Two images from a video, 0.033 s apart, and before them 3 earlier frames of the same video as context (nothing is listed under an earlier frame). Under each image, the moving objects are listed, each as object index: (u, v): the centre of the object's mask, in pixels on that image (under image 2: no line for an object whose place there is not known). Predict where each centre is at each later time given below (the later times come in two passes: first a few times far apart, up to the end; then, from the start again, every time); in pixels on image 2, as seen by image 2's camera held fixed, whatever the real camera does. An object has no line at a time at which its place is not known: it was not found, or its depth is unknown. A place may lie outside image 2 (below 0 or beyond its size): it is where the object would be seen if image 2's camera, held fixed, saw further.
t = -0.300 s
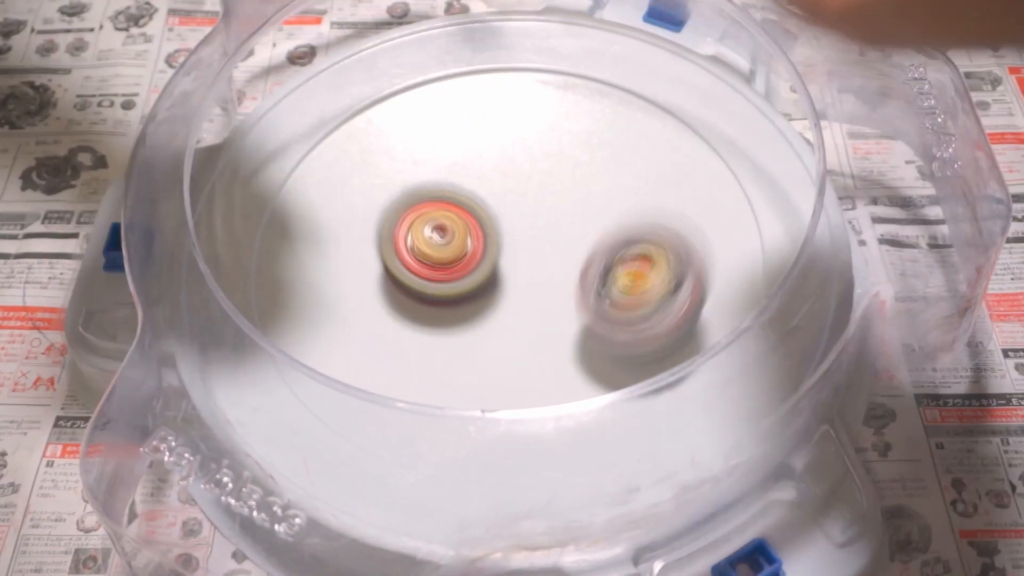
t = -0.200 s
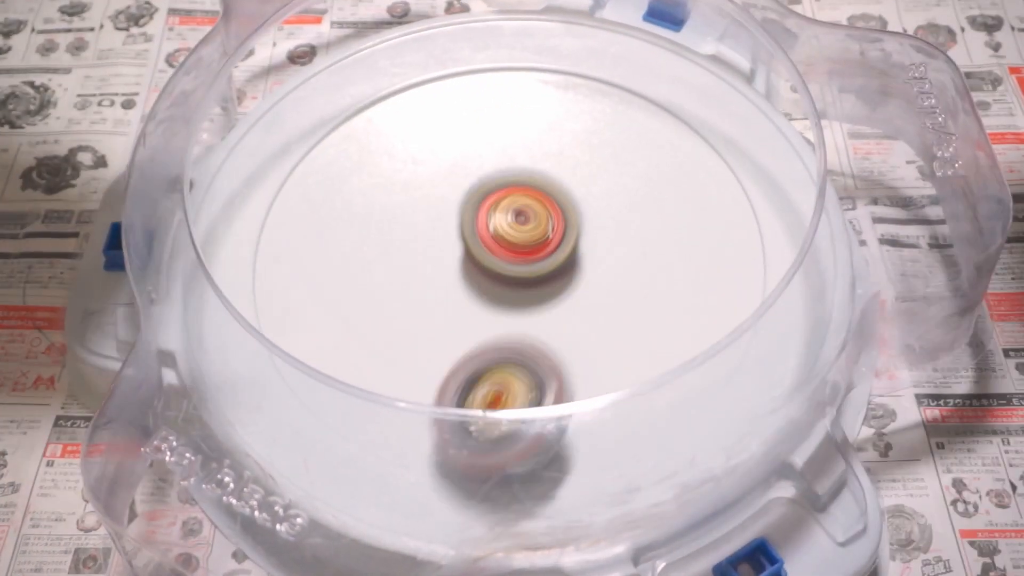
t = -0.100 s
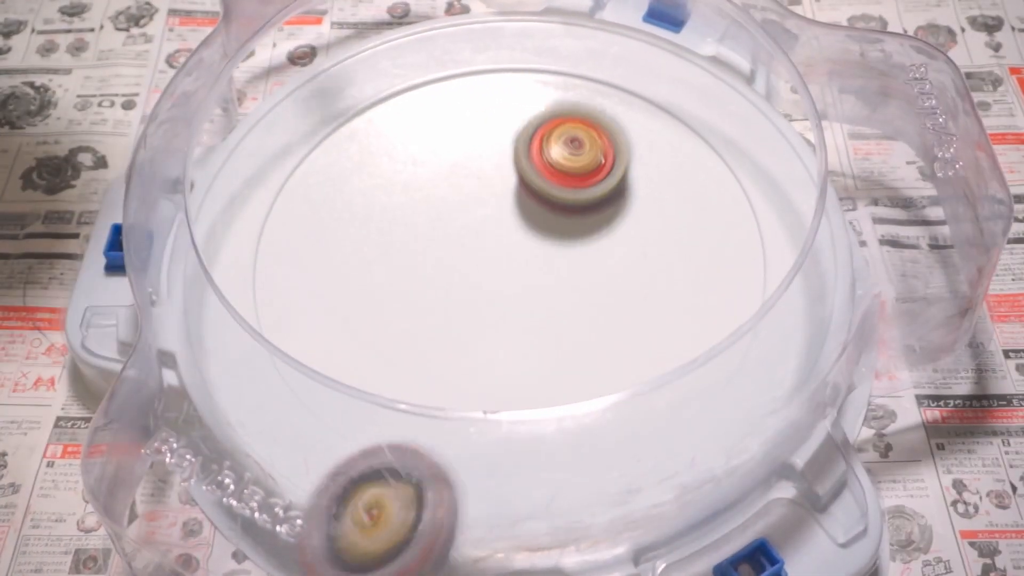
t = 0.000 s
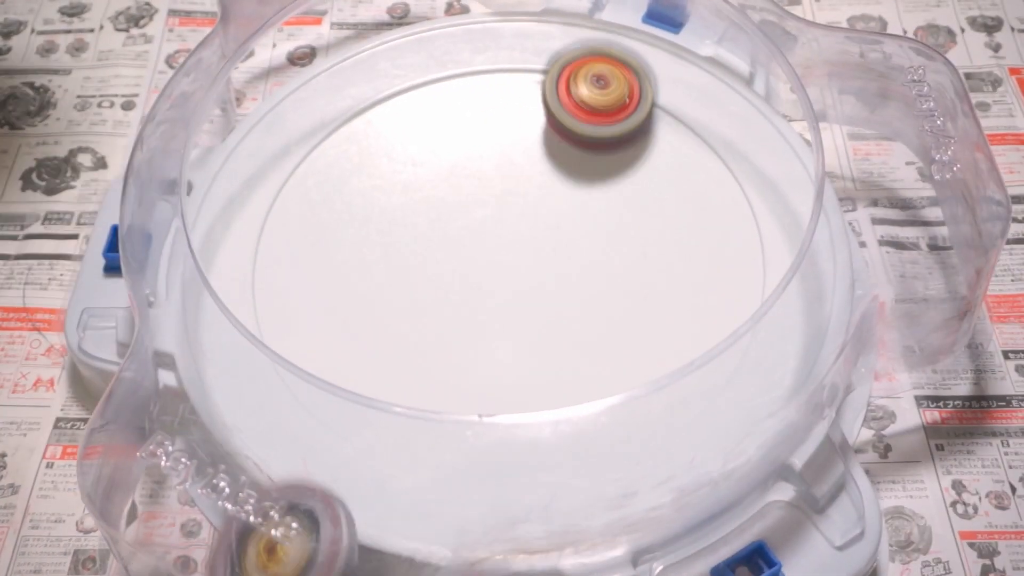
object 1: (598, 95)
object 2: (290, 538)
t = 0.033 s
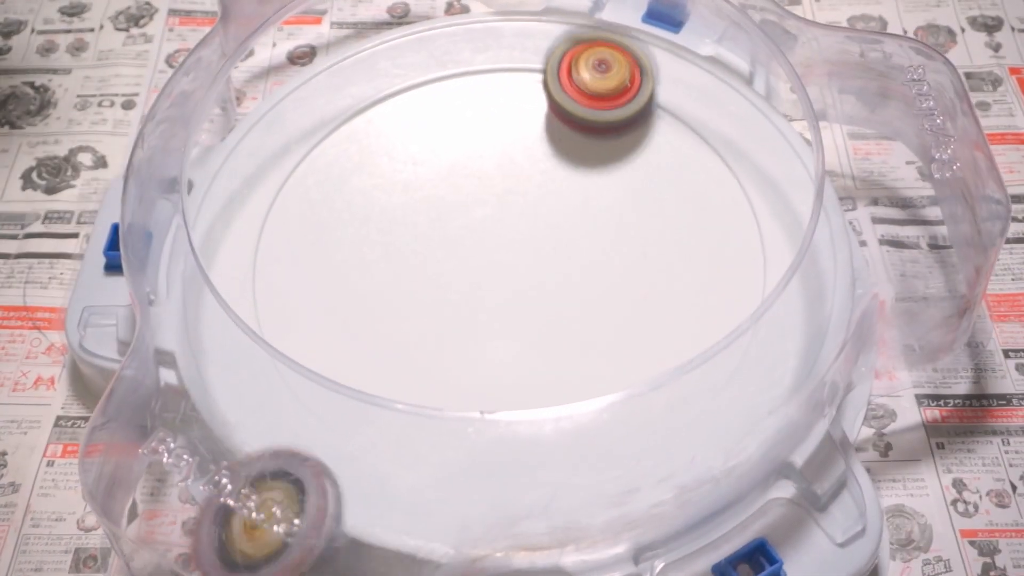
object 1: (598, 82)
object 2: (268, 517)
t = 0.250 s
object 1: (514, 101)
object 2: (187, 517)
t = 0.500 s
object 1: (469, 234)
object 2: (184, 524)
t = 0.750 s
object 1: (636, 316)
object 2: (190, 530)
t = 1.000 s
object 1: (678, 226)
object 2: (194, 532)
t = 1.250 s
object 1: (565, 116)
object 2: (225, 545)
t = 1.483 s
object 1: (403, 221)
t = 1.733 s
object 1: (503, 403)
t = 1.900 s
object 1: (682, 304)
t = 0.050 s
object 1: (597, 75)
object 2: (254, 517)
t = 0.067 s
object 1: (595, 71)
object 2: (243, 517)
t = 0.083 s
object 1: (592, 68)
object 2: (233, 517)
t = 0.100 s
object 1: (587, 66)
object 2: (221, 515)
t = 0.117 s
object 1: (582, 66)
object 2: (209, 508)
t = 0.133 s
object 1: (576, 67)
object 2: (196, 497)
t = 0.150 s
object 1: (569, 69)
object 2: (184, 493)
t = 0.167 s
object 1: (561, 74)
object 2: (181, 494)
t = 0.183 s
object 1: (553, 78)
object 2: (182, 498)
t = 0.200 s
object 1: (544, 84)
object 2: (183, 502)
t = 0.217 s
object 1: (534, 90)
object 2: (183, 505)
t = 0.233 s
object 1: (524, 96)
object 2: (183, 513)
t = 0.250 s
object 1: (514, 101)
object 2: (187, 517)
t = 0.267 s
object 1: (504, 108)
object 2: (182, 524)
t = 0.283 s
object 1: (494, 116)
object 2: (181, 521)
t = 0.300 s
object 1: (484, 123)
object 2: (177, 521)
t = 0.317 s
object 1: (474, 130)
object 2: (179, 521)
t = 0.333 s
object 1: (466, 137)
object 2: (177, 518)
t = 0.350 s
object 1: (460, 145)
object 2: (177, 519)
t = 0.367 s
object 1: (455, 153)
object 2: (176, 519)
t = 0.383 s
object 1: (451, 163)
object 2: (176, 520)
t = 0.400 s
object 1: (450, 172)
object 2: (177, 521)
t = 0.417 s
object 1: (449, 181)
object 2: (178, 521)
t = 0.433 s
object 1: (451, 192)
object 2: (179, 522)
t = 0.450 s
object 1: (453, 202)
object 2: (181, 513)
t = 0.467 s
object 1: (457, 212)
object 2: (180, 521)
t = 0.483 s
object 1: (462, 223)
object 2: (181, 524)
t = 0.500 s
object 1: (469, 234)
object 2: (184, 524)
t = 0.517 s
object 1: (476, 245)
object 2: (185, 524)
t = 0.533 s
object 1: (486, 255)
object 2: (186, 525)
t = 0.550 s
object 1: (495, 265)
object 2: (187, 526)
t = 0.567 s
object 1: (506, 274)
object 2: (187, 527)
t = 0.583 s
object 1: (517, 283)
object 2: (188, 527)
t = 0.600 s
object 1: (529, 290)
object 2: (188, 528)
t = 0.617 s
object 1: (541, 297)
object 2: (188, 528)
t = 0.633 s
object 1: (553, 303)
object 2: (188, 528)
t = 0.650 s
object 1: (566, 308)
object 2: (188, 528)
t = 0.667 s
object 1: (578, 312)
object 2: (188, 528)
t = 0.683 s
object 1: (590, 315)
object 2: (188, 529)
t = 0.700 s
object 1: (603, 317)
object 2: (189, 529)
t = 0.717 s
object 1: (615, 319)
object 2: (189, 529)
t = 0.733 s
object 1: (626, 318)
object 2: (190, 529)
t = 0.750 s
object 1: (636, 316)
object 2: (190, 530)
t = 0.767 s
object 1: (646, 314)
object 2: (191, 530)
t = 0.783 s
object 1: (655, 311)
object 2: (191, 530)
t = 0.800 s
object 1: (662, 307)
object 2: (192, 531)
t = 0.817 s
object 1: (670, 303)
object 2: (191, 531)
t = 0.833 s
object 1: (676, 298)
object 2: (191, 531)
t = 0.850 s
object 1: (681, 293)
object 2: (192, 531)
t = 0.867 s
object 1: (685, 287)
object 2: (192, 531)
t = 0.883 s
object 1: (688, 281)
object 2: (193, 531)
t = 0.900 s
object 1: (690, 275)
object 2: (193, 531)
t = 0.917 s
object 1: (691, 267)
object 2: (193, 531)
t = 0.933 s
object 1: (690, 259)
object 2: (194, 531)
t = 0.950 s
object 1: (689, 251)
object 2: (195, 532)
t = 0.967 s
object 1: (686, 243)
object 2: (196, 532)
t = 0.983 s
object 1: (683, 234)
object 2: (196, 533)
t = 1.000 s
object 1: (678, 226)
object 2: (194, 532)
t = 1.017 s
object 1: (674, 218)
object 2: (195, 532)
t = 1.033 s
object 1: (667, 210)
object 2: (195, 533)
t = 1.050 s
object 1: (661, 201)
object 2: (194, 532)
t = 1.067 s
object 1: (655, 193)
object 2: (196, 532)
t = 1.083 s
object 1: (647, 185)
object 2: (203, 538)
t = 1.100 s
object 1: (640, 176)
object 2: (203, 538)
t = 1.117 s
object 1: (632, 168)
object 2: (210, 541)
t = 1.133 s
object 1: (625, 160)
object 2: (206, 539)
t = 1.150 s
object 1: (617, 154)
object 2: (207, 539)
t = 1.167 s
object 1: (609, 147)
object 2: (213, 541)
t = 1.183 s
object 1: (601, 139)
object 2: (212, 541)
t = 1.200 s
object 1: (593, 132)
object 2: (218, 543)
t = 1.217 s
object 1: (585, 125)
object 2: (220, 543)
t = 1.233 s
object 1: (575, 120)
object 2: (221, 543)
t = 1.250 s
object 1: (565, 116)
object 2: (225, 545)
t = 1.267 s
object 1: (553, 114)
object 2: (229, 545)
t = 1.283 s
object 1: (541, 113)
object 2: (231, 546)
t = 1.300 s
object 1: (527, 114)
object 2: (234, 547)
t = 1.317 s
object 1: (514, 116)
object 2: (240, 548)
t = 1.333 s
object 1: (501, 122)
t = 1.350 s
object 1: (486, 128)
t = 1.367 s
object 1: (473, 135)
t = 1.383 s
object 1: (461, 145)
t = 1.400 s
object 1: (449, 156)
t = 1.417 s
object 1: (438, 167)
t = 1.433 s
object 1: (427, 179)
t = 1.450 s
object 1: (418, 191)
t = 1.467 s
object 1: (410, 206)
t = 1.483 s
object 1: (403, 221)
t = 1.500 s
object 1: (398, 237)
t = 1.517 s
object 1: (394, 253)
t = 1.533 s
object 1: (392, 268)
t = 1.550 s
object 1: (392, 285)
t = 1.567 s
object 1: (393, 302)
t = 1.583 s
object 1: (396, 317)
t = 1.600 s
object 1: (400, 331)
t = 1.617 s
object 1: (408, 343)
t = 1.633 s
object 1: (418, 353)
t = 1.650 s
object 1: (429, 361)
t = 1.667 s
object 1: (438, 378)
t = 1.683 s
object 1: (452, 391)
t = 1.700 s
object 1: (467, 400)
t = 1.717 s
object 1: (483, 405)
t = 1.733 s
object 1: (503, 403)
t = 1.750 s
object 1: (521, 401)
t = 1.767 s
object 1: (542, 395)
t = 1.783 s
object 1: (562, 388)
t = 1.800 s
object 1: (581, 380)
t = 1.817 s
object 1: (601, 369)
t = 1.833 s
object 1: (614, 350)
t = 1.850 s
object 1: (632, 340)
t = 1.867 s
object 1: (650, 329)
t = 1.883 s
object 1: (666, 317)
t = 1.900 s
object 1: (682, 304)
